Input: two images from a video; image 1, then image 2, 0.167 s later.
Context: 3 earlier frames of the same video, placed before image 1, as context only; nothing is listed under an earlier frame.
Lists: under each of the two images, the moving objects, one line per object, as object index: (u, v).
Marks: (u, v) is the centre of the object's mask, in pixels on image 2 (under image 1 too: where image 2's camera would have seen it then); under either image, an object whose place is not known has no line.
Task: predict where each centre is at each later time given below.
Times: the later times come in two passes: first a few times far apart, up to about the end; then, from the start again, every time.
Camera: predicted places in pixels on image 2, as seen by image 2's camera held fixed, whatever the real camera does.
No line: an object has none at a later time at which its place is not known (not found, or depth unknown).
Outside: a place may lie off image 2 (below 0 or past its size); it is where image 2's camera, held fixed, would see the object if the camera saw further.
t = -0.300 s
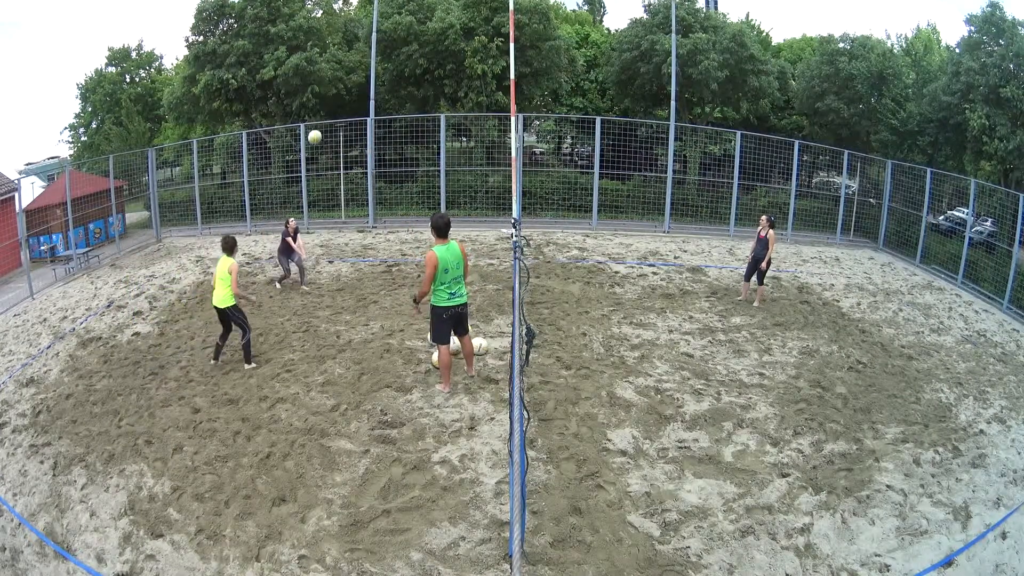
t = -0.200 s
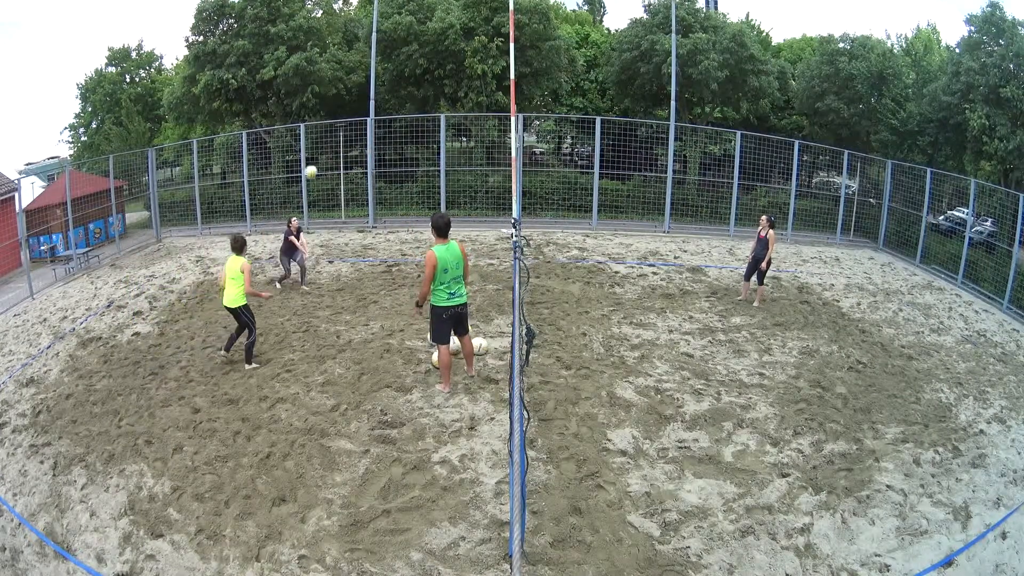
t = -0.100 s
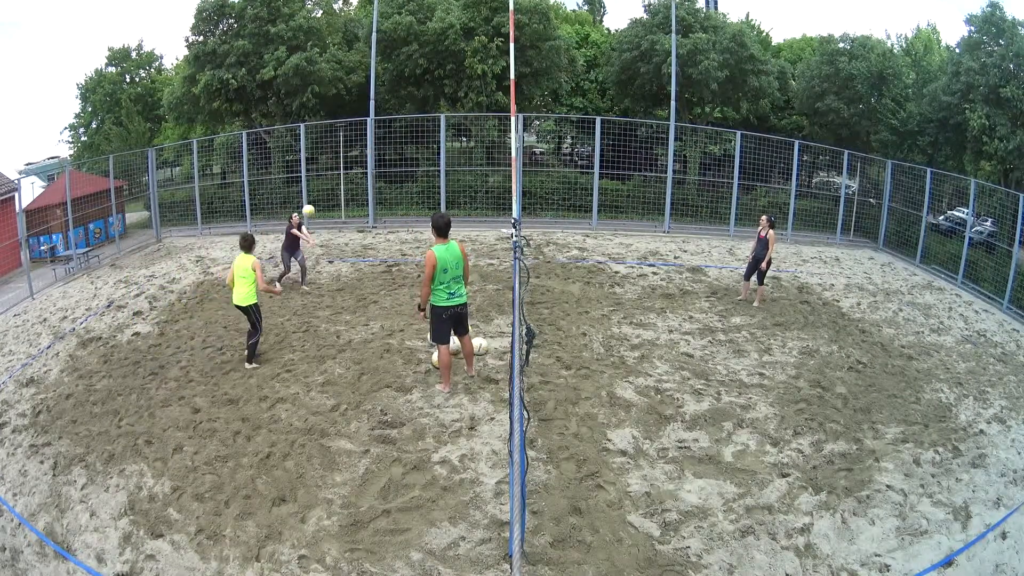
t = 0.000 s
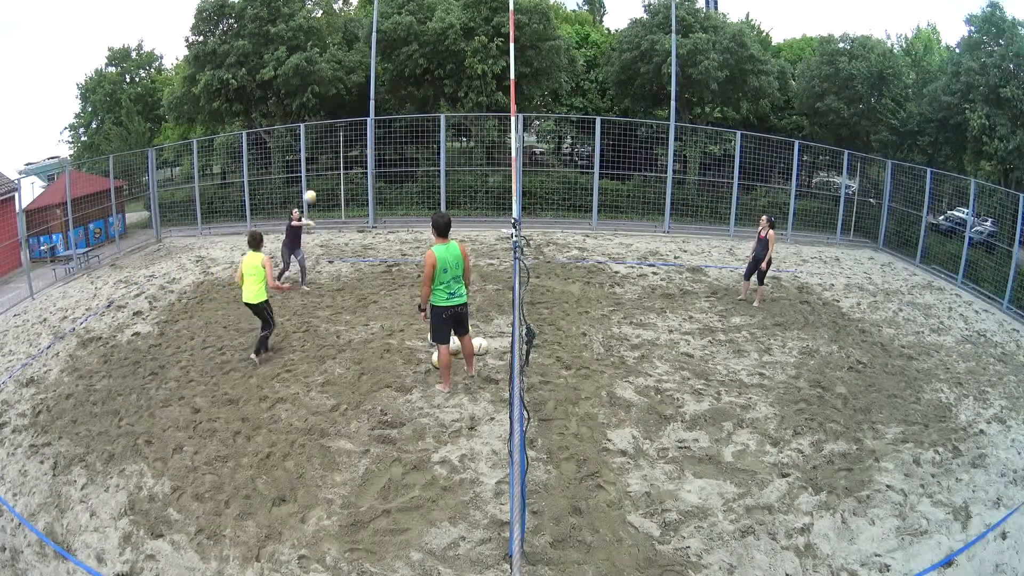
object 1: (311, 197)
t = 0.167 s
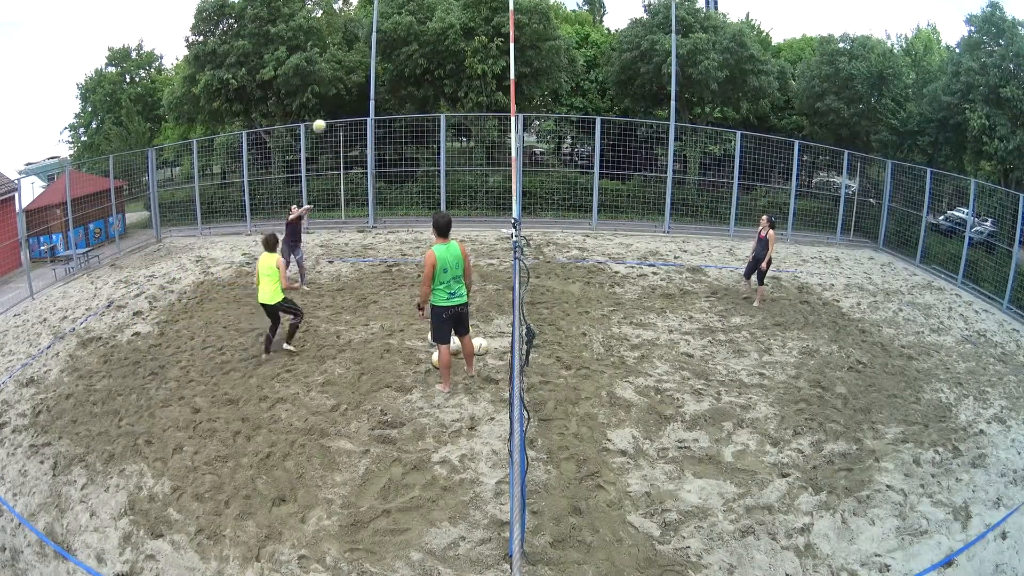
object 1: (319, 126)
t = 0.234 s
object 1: (324, 102)
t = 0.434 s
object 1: (341, 47)
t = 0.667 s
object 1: (361, 14)
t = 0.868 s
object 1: (377, 11)
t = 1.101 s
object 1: (394, 37)
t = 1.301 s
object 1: (409, 86)
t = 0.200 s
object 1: (322, 113)
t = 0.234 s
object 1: (324, 102)
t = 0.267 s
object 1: (327, 92)
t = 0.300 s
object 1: (329, 81)
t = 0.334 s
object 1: (332, 72)
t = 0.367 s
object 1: (335, 63)
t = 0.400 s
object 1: (337, 55)
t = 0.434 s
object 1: (341, 47)
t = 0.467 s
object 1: (343, 41)
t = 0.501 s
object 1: (346, 36)
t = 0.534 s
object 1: (349, 30)
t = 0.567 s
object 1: (352, 26)
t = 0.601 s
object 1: (355, 21)
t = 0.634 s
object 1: (358, 18)
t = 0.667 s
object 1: (361, 14)
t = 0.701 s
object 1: (363, 12)
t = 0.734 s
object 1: (366, 11)
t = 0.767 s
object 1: (369, 11)
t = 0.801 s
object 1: (372, 10)
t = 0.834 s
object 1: (374, 11)
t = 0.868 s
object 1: (377, 11)
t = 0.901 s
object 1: (380, 12)
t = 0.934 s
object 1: (382, 15)
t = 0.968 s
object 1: (385, 19)
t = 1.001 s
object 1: (387, 22)
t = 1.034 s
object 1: (389, 27)
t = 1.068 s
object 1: (392, 32)
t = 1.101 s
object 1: (394, 37)
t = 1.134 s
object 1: (397, 43)
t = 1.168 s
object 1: (399, 50)
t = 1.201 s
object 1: (402, 58)
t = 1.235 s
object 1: (404, 67)
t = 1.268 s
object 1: (406, 76)
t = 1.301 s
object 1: (409, 86)
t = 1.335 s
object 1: (411, 97)
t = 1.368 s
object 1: (414, 108)
